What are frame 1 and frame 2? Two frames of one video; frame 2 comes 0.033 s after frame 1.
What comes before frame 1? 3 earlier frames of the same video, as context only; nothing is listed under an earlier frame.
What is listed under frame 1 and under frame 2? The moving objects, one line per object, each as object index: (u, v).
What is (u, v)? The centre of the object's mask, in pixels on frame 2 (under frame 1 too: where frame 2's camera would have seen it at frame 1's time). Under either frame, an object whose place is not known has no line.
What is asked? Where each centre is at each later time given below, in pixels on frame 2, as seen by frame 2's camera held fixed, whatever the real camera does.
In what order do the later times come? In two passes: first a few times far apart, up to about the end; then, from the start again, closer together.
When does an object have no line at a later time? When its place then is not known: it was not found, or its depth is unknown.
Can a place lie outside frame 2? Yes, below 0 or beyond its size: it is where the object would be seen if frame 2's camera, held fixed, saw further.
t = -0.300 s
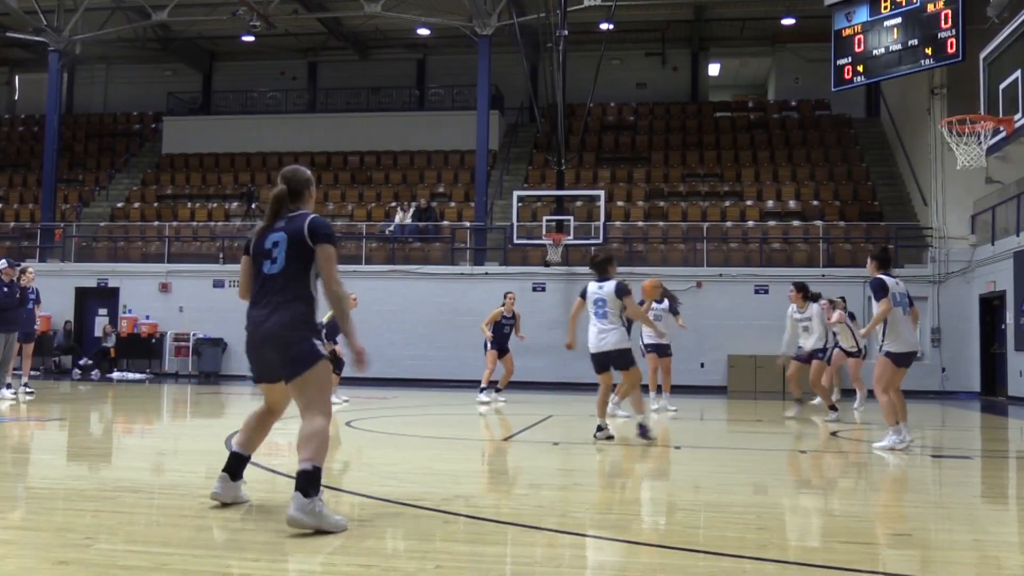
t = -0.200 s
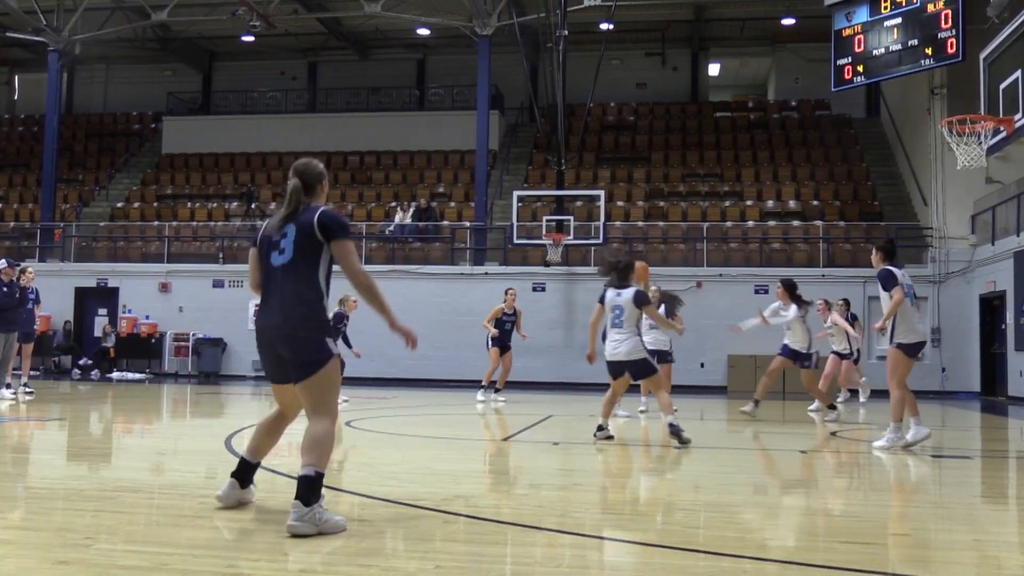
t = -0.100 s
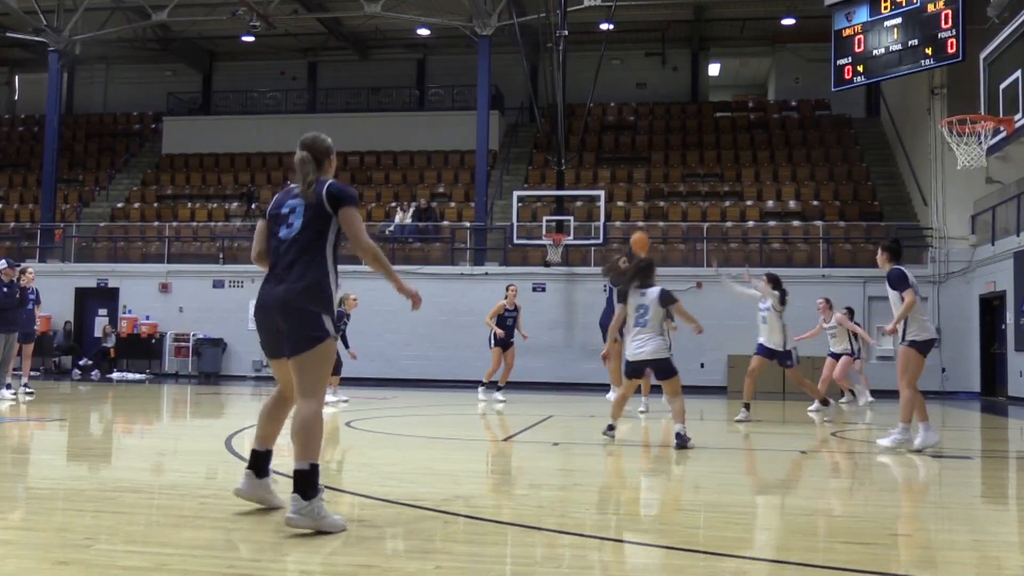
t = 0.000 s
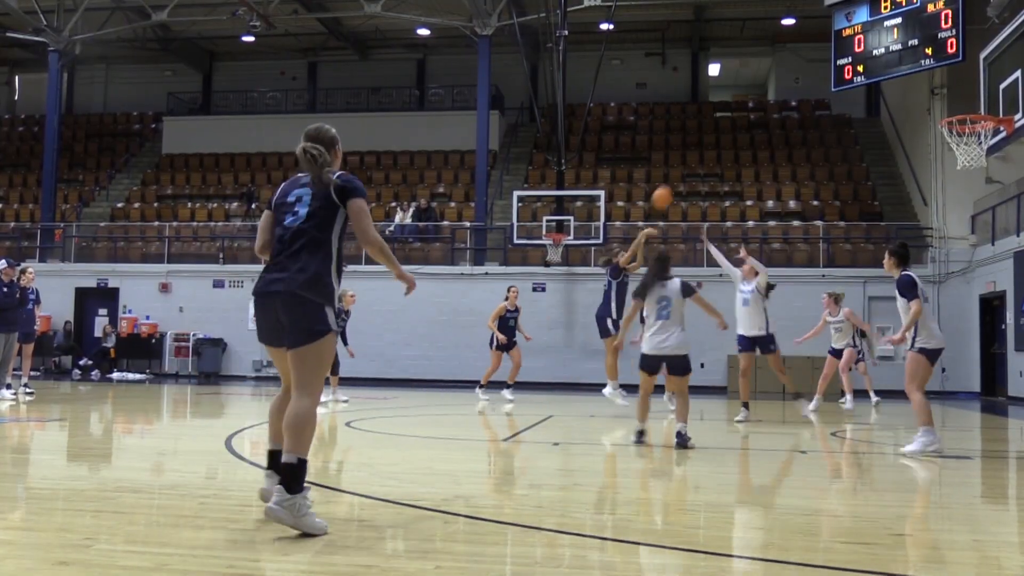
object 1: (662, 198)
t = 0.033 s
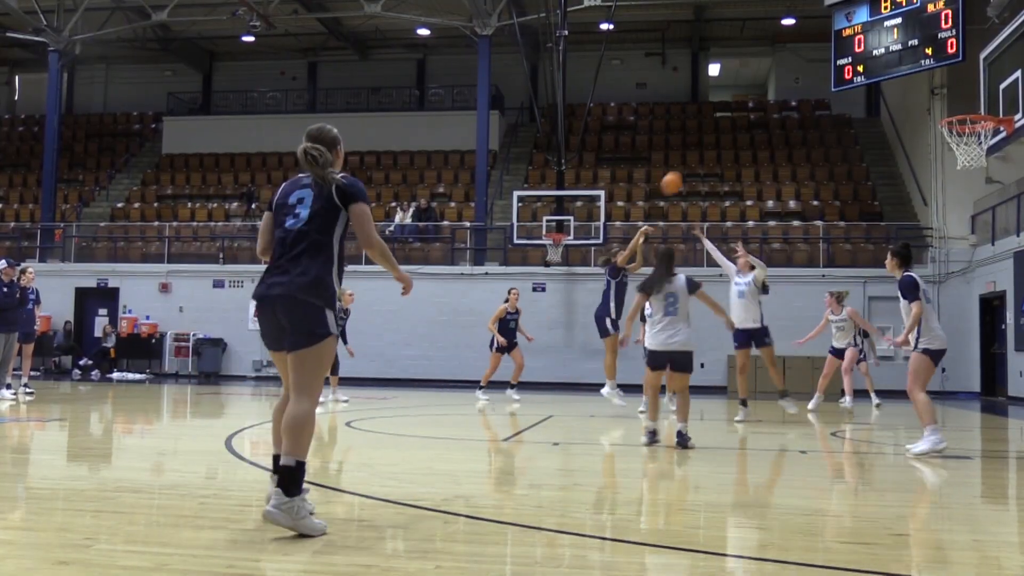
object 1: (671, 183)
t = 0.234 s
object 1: (729, 114)
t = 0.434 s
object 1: (792, 73)
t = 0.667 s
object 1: (872, 68)
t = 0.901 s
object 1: (956, 113)
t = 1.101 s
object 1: (981, 161)
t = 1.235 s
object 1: (977, 200)
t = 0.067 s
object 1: (681, 169)
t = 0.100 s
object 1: (690, 157)
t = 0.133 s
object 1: (700, 145)
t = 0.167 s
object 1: (710, 133)
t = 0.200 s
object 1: (720, 123)
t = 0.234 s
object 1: (729, 114)
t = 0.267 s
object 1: (740, 104)
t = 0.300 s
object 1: (750, 96)
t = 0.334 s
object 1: (760, 89)
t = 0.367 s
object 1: (771, 82)
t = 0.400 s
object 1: (782, 77)
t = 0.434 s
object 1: (792, 73)
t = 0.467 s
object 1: (803, 69)
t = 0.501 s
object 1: (814, 67)
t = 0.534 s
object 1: (825, 65)
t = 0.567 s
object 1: (835, 64)
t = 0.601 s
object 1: (847, 65)
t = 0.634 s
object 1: (860, 66)
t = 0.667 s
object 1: (872, 68)
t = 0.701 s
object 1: (883, 72)
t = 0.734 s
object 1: (895, 77)
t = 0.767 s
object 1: (907, 83)
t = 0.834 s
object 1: (931, 98)
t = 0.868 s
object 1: (944, 106)
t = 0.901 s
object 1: (956, 113)
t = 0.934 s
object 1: (965, 117)
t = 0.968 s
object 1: (978, 128)
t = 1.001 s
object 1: (982, 134)
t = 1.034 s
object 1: (983, 145)
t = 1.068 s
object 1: (982, 152)
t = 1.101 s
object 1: (981, 161)
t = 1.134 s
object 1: (980, 169)
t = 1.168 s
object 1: (978, 178)
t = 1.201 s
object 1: (978, 188)
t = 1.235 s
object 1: (977, 200)
